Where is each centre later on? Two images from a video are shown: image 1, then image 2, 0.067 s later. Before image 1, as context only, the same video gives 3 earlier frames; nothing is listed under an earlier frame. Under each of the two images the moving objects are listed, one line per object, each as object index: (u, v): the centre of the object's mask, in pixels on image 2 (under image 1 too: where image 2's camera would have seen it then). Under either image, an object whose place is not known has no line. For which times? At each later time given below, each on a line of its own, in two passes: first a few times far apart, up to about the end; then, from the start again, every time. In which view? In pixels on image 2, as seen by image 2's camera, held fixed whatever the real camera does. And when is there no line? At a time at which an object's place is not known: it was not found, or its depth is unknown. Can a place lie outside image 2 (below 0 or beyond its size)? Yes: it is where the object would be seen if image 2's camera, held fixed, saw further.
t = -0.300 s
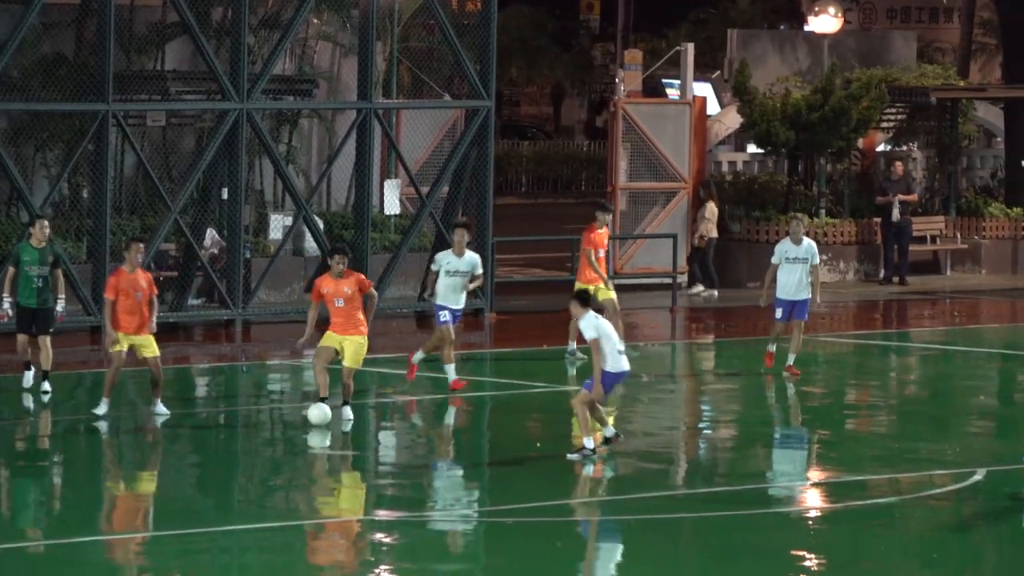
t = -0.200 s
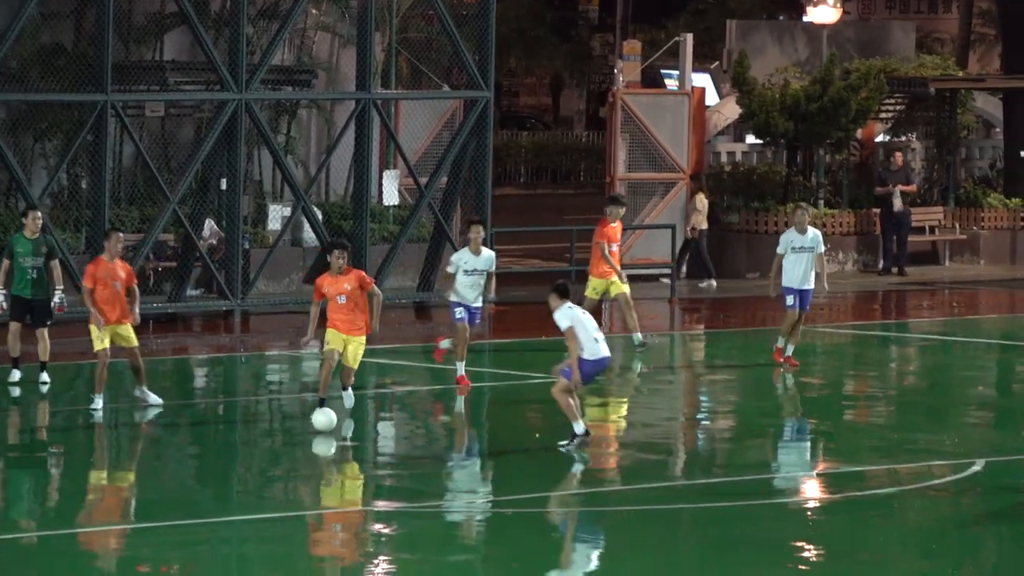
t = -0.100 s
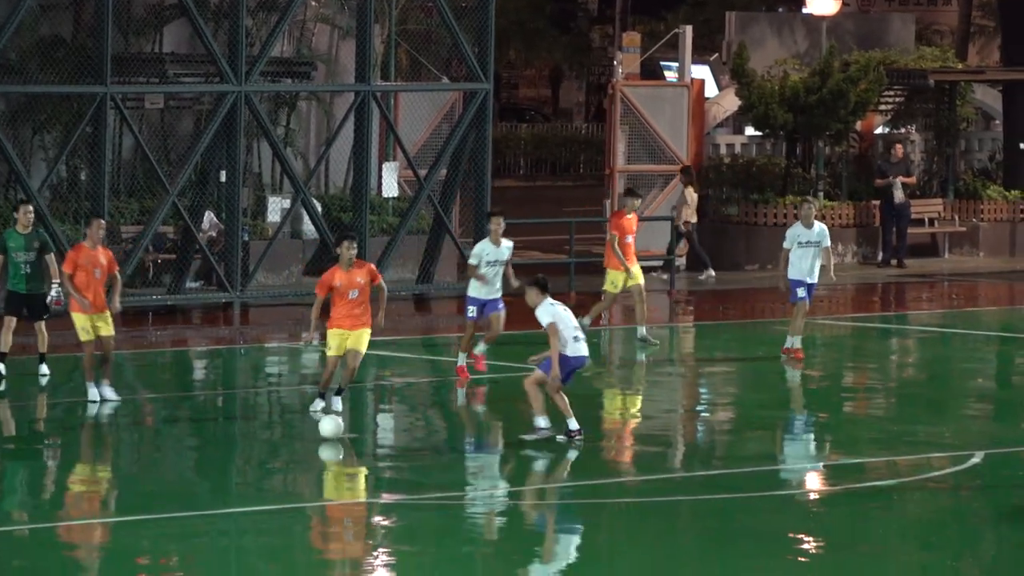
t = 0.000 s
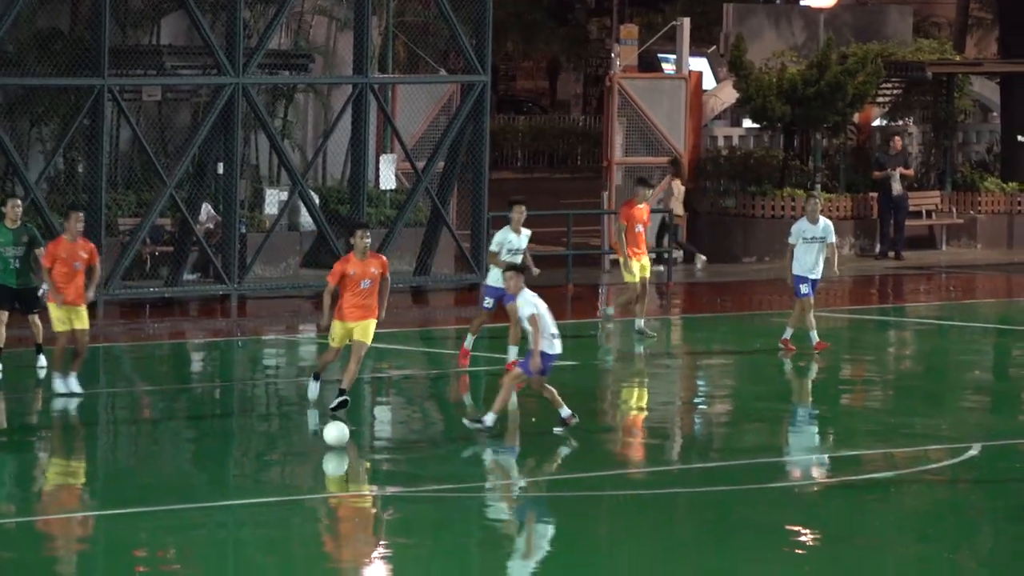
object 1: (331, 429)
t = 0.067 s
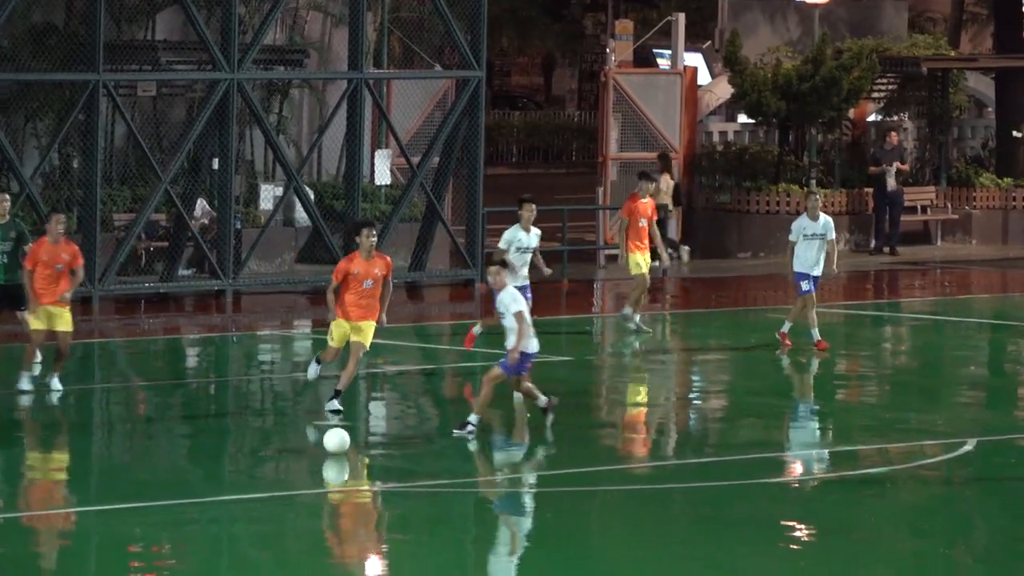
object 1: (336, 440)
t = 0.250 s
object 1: (352, 470)
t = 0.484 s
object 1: (375, 511)
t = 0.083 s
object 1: (337, 442)
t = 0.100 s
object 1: (339, 445)
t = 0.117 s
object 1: (340, 448)
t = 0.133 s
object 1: (341, 451)
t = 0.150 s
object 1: (343, 455)
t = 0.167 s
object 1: (344, 457)
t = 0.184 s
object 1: (346, 459)
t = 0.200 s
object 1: (347, 461)
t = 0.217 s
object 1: (349, 464)
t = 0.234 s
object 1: (350, 466)
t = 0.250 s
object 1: (352, 470)
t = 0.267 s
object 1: (353, 473)
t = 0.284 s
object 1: (355, 476)
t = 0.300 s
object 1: (356, 478)
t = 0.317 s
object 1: (358, 482)
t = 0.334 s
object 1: (359, 484)
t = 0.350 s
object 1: (361, 487)
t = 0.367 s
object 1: (362, 490)
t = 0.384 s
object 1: (364, 493)
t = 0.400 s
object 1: (366, 496)
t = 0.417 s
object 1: (367, 499)
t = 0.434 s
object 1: (369, 501)
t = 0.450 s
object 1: (371, 505)
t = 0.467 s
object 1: (373, 508)
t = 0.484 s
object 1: (375, 511)
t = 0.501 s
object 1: (376, 514)
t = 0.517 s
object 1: (378, 517)
